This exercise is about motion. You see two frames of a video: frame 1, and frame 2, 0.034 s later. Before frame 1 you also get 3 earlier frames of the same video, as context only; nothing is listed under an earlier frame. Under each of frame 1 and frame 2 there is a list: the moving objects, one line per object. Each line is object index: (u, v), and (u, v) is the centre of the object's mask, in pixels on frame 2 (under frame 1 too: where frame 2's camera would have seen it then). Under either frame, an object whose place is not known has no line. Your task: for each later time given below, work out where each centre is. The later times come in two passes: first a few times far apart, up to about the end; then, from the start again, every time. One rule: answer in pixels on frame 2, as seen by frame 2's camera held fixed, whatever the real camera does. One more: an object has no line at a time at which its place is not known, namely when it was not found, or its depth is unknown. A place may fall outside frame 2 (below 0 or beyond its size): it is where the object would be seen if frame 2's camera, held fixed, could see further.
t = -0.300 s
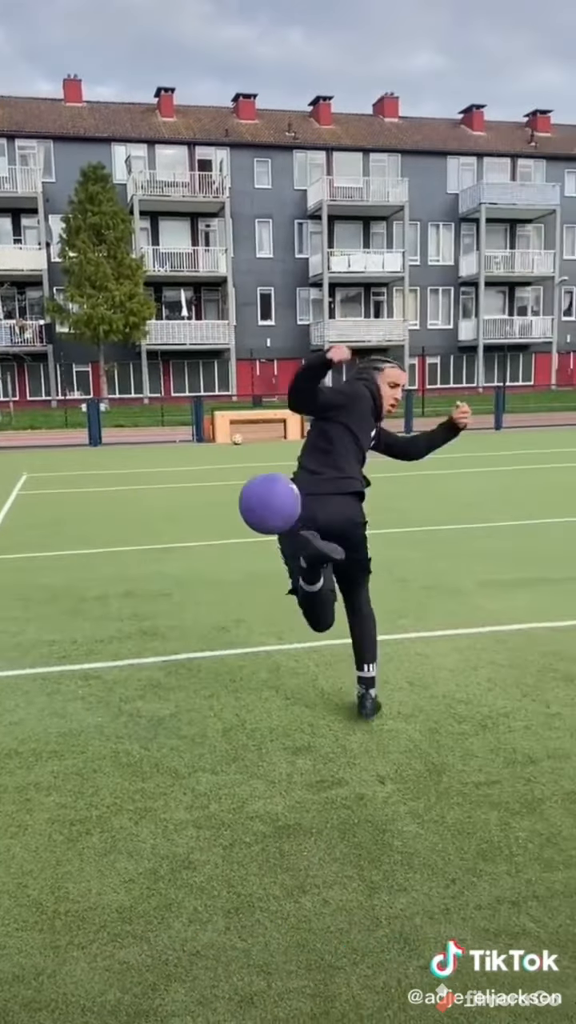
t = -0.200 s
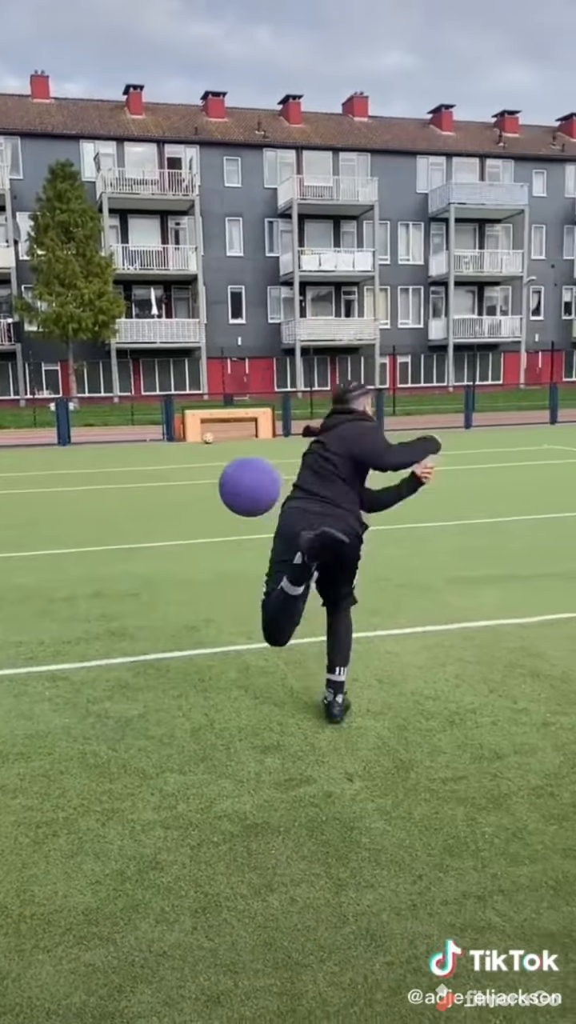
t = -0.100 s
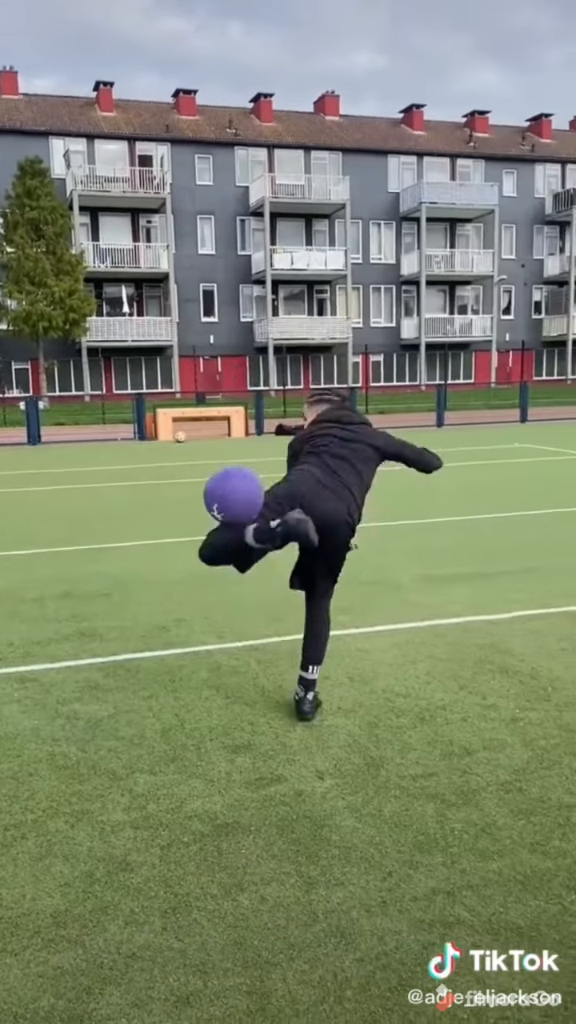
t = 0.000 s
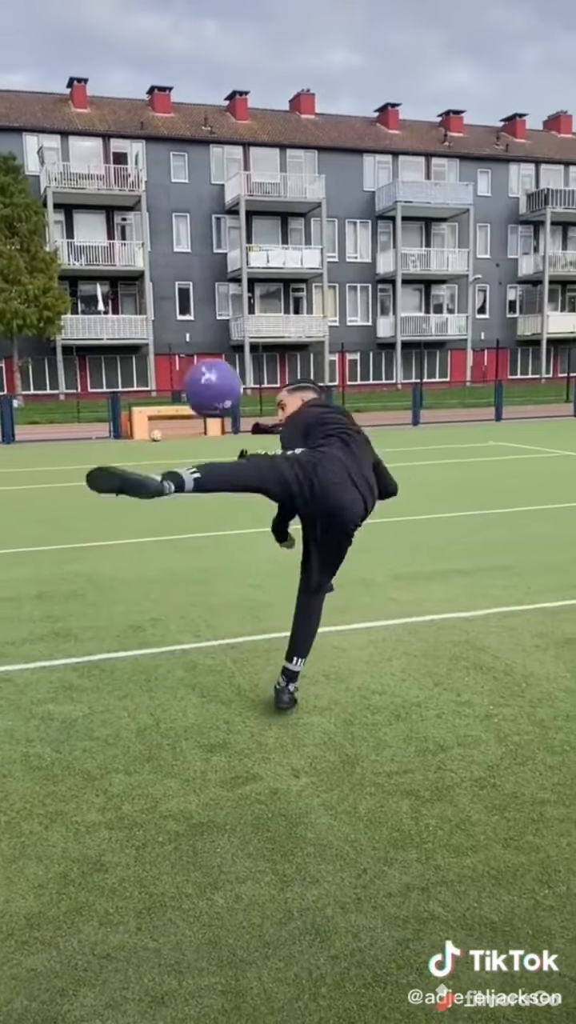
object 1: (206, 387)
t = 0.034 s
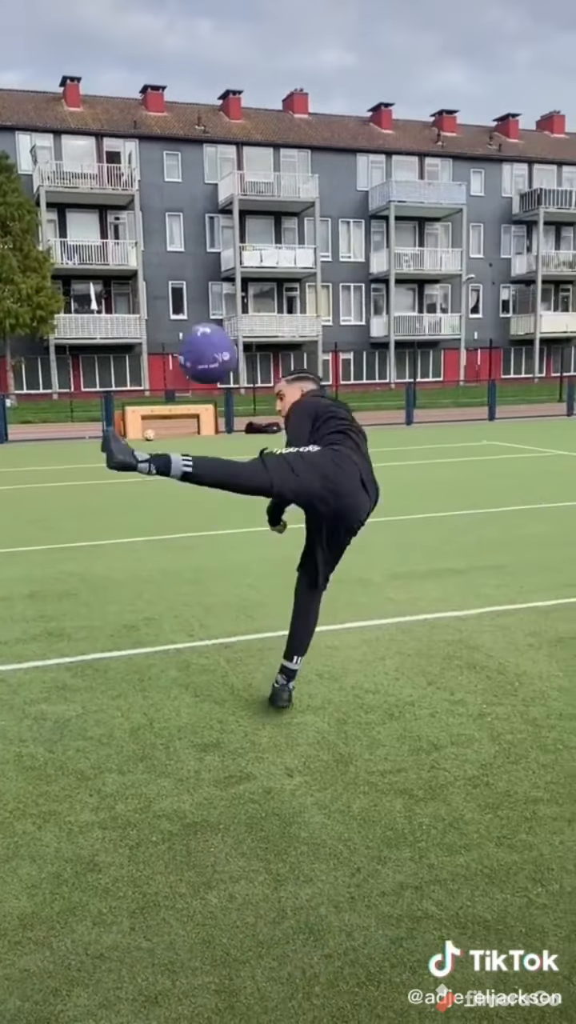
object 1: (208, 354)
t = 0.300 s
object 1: (221, 205)
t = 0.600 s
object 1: (239, 263)
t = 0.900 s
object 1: (260, 489)
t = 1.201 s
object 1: (270, 491)
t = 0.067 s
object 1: (208, 323)
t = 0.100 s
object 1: (209, 296)
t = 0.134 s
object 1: (211, 273)
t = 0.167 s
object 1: (213, 253)
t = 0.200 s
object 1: (214, 237)
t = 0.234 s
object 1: (216, 223)
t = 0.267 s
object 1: (219, 212)
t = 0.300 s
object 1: (221, 205)
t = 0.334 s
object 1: (223, 200)
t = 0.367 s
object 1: (225, 197)
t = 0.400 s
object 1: (227, 198)
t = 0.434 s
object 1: (229, 202)
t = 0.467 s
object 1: (231, 210)
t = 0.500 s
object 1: (233, 219)
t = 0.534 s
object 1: (234, 231)
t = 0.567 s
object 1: (237, 247)
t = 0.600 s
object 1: (239, 263)
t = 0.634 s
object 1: (240, 282)
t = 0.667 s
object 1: (242, 302)
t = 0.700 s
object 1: (244, 324)
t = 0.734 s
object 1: (247, 347)
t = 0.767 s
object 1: (248, 373)
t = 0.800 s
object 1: (251, 400)
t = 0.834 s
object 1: (256, 428)
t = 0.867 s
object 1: (257, 458)
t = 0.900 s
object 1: (260, 489)
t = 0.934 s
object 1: (262, 521)
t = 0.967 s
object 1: (265, 555)
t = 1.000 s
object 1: (267, 590)
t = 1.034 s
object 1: (270, 625)
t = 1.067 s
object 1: (270, 598)
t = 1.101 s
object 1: (270, 568)
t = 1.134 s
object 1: (270, 541)
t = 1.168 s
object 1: (270, 515)
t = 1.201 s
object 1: (270, 491)
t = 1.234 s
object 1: (271, 470)
